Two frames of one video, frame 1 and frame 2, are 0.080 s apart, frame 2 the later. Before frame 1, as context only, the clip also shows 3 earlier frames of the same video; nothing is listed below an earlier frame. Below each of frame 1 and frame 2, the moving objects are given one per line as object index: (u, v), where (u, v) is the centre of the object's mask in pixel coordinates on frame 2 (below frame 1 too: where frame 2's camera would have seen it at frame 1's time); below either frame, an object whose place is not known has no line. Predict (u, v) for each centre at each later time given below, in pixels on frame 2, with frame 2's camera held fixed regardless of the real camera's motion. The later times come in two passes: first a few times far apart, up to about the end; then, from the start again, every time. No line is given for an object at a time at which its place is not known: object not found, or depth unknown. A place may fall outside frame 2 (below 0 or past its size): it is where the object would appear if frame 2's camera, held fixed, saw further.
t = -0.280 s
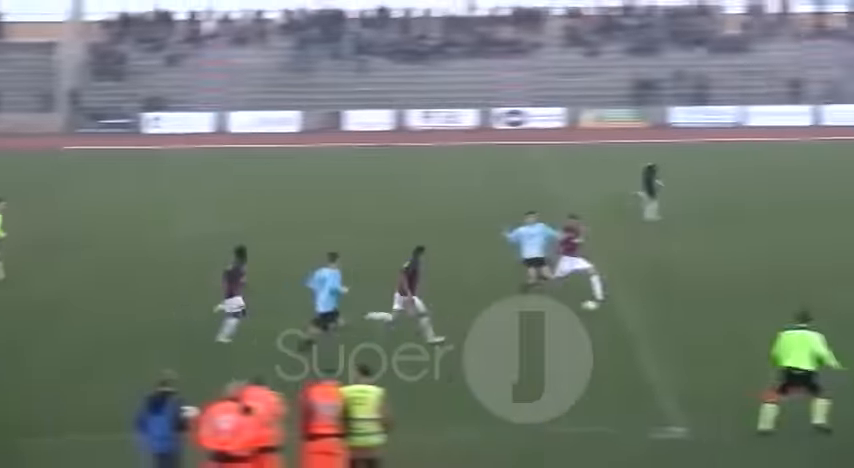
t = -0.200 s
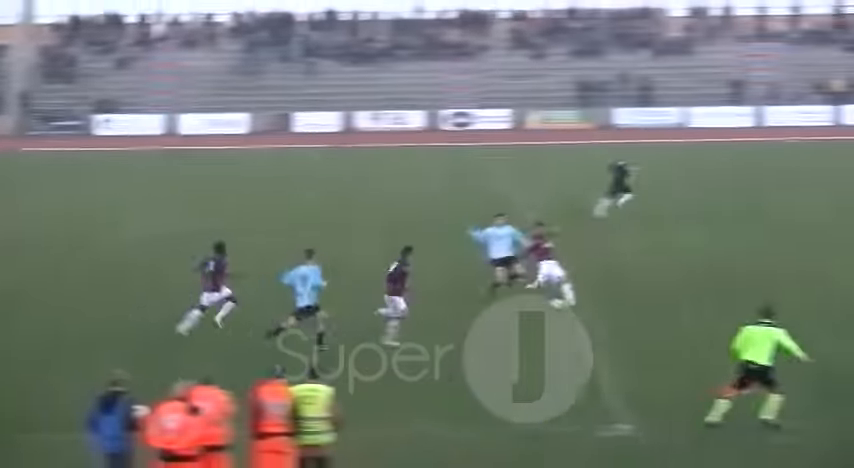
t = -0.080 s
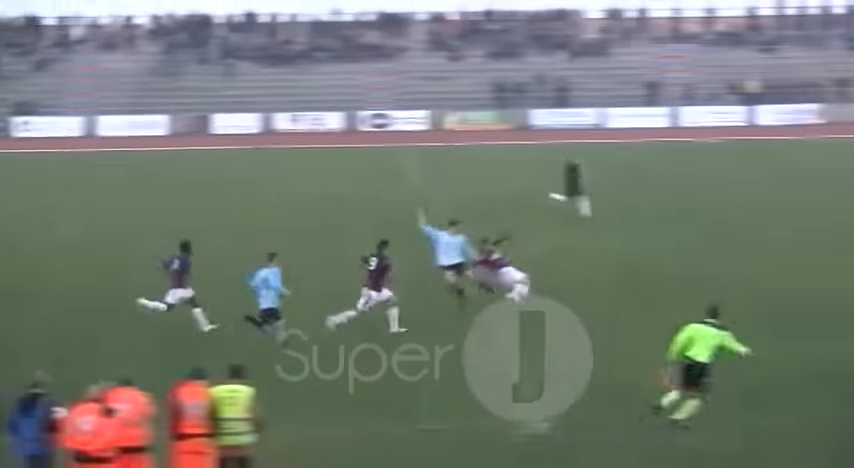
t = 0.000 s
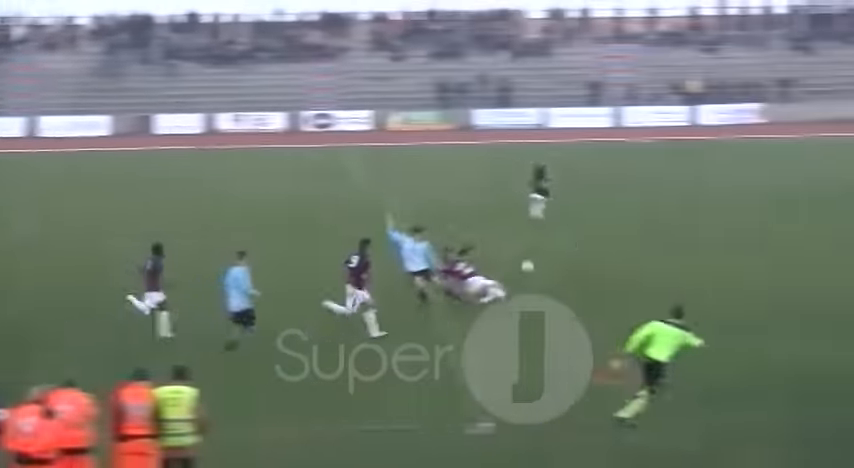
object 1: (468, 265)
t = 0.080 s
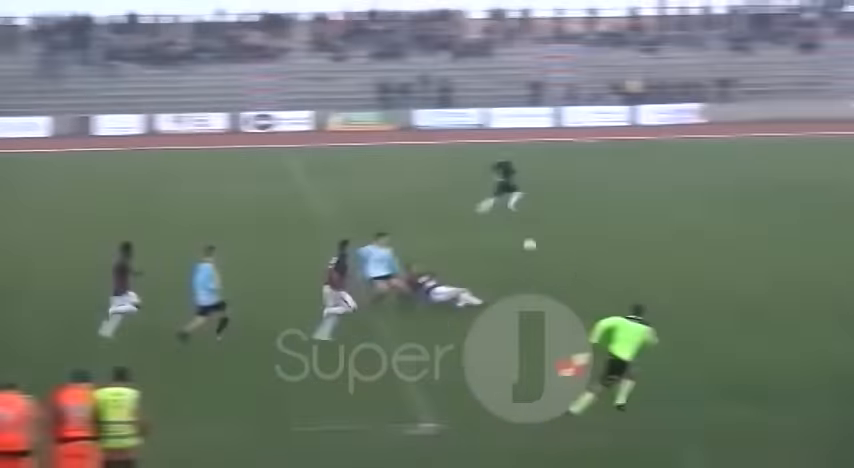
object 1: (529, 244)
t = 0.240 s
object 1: (651, 211)
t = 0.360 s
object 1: (744, 194)
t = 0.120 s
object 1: (559, 235)
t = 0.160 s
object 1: (590, 226)
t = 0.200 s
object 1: (621, 219)
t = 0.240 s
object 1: (651, 211)
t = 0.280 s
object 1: (683, 205)
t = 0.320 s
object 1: (714, 200)
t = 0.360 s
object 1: (744, 194)
